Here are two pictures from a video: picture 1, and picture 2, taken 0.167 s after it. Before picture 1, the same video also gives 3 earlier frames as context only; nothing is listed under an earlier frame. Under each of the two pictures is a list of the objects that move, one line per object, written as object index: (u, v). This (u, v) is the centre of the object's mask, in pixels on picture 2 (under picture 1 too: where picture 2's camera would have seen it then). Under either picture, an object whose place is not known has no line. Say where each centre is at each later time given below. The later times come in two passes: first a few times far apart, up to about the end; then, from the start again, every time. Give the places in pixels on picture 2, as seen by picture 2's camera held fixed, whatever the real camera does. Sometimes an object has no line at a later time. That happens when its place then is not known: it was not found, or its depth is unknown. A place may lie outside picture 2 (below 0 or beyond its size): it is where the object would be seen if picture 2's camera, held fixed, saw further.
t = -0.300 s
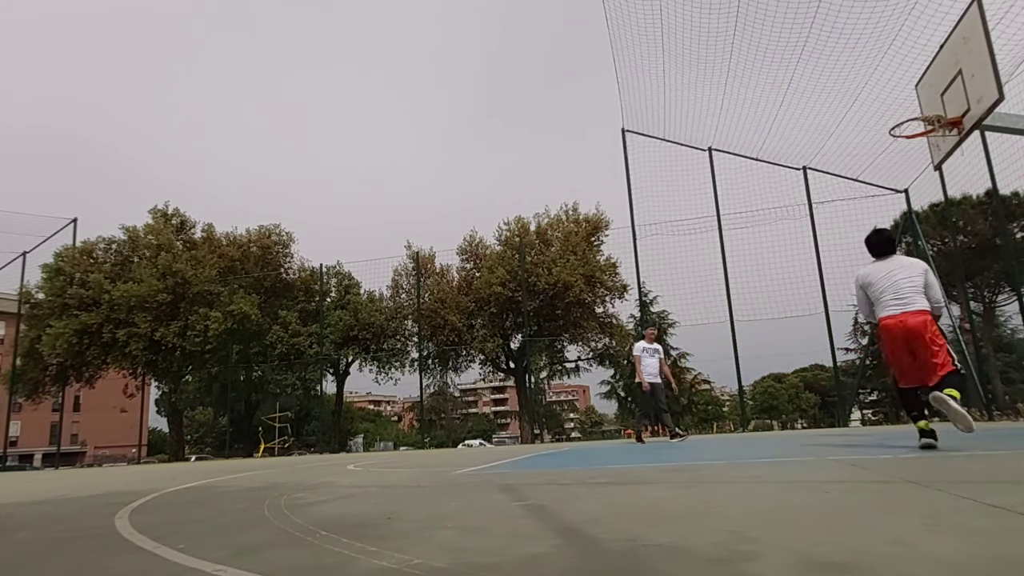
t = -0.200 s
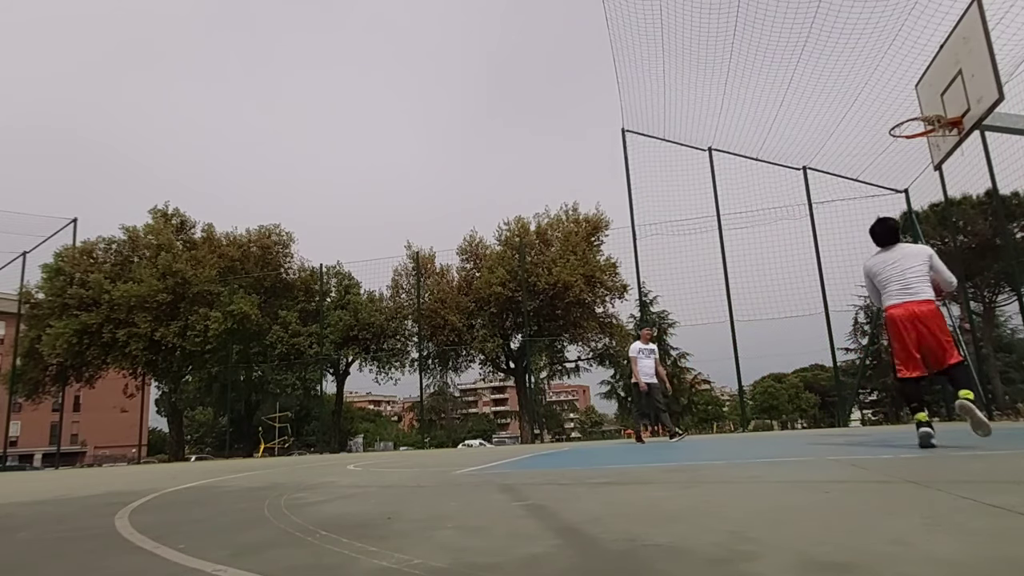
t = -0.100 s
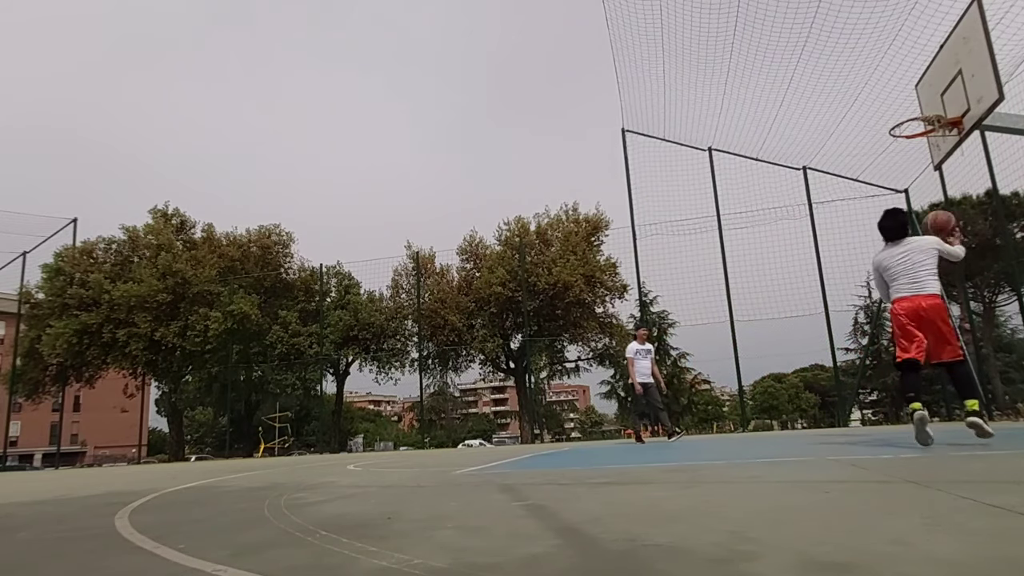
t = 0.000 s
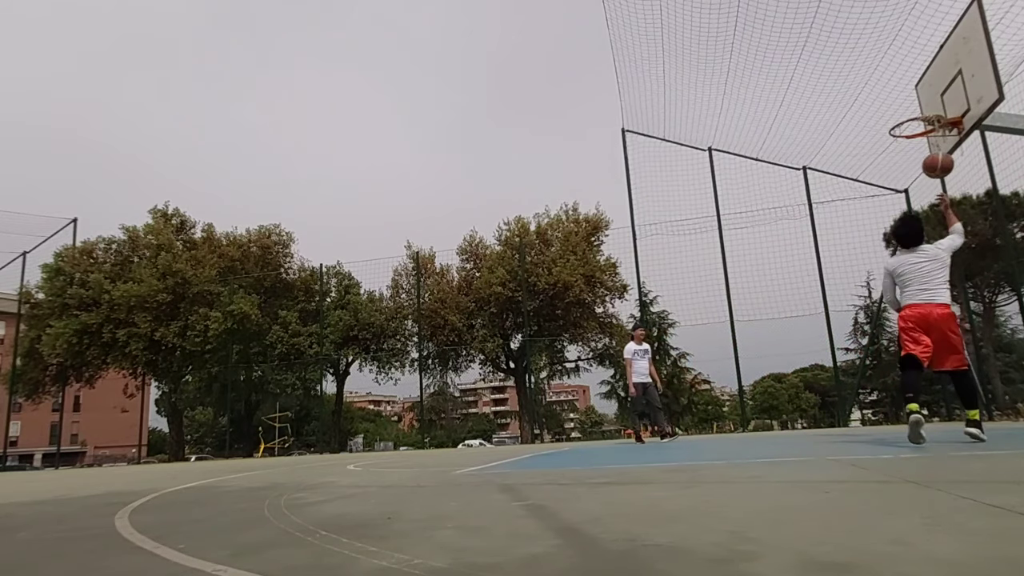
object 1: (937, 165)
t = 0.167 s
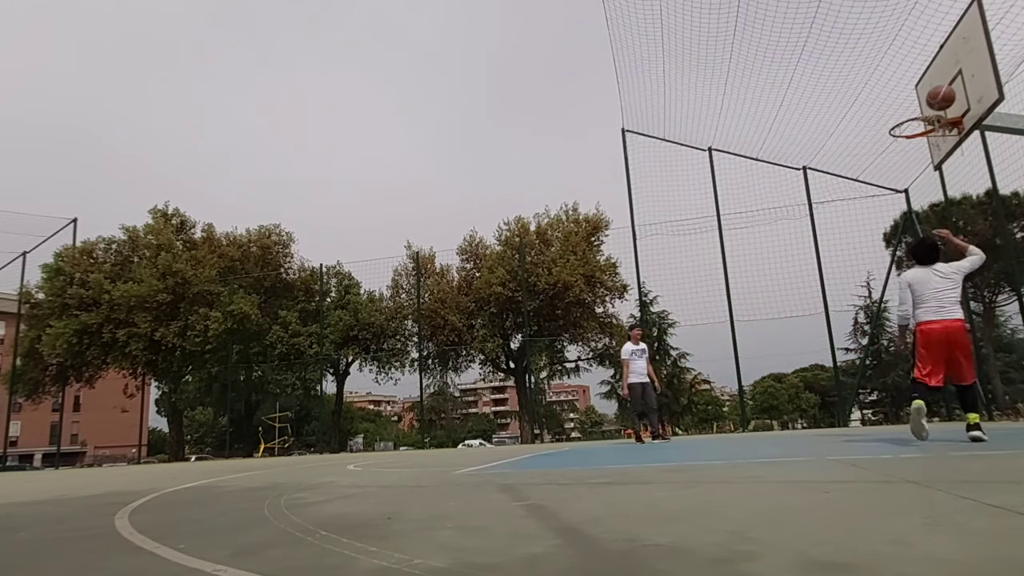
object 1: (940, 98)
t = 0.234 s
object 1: (943, 80)
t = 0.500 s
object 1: (917, 76)
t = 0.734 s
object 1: (888, 125)
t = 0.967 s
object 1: (877, 141)
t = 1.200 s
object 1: (873, 199)
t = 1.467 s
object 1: (881, 321)
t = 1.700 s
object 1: (880, 393)
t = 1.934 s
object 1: (853, 309)
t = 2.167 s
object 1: (837, 274)
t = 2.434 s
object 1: (828, 286)
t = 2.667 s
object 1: (826, 339)
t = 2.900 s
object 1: (832, 426)
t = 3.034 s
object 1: (822, 384)
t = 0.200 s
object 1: (941, 88)
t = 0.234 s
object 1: (943, 80)
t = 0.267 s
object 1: (944, 73)
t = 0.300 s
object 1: (946, 67)
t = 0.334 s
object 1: (945, 64)
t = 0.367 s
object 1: (939, 64)
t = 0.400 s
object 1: (933, 66)
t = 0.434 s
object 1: (928, 68)
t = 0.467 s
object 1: (922, 72)
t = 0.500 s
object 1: (917, 76)
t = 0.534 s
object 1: (912, 81)
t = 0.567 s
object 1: (907, 87)
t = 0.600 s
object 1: (903, 94)
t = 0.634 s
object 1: (898, 102)
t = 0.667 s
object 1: (894, 111)
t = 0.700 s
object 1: (890, 120)
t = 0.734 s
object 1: (888, 125)
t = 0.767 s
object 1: (886, 125)
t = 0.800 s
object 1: (884, 125)
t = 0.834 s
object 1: (882, 127)
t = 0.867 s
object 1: (880, 129)
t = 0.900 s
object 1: (879, 132)
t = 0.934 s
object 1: (878, 136)
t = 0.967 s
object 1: (877, 141)
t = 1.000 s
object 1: (876, 146)
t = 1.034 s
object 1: (875, 153)
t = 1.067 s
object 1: (874, 160)
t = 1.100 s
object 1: (874, 168)
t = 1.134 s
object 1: (874, 178)
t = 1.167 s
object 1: (873, 188)
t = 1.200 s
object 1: (873, 199)
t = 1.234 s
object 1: (873, 211)
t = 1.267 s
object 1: (874, 224)
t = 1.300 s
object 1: (875, 238)
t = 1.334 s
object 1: (876, 252)
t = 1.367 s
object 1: (877, 268)
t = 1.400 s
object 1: (878, 285)
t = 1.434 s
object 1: (880, 303)
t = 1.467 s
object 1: (881, 321)
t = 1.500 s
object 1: (882, 340)
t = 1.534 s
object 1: (884, 360)
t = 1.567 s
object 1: (886, 381)
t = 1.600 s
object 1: (888, 403)
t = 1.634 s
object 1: (889, 426)
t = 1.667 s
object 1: (885, 410)
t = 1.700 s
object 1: (880, 393)
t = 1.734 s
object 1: (875, 378)
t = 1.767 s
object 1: (871, 362)
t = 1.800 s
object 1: (867, 350)
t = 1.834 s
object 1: (864, 338)
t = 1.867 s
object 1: (859, 327)
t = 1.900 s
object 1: (857, 318)
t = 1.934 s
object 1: (853, 309)
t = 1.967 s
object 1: (851, 302)
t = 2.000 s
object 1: (848, 295)
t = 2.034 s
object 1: (845, 289)
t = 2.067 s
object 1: (843, 284)
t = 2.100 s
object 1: (841, 280)
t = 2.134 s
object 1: (839, 277)
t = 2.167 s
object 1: (837, 274)
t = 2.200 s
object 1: (835, 273)
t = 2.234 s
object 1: (834, 272)
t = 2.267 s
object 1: (832, 273)
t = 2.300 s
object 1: (832, 273)
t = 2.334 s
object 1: (830, 275)
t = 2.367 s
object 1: (830, 278)
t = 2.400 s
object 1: (828, 282)
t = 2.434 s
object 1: (828, 286)
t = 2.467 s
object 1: (827, 292)
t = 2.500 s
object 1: (827, 298)
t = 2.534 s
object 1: (826, 304)
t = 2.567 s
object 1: (826, 312)
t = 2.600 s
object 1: (826, 320)
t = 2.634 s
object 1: (826, 329)
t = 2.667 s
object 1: (826, 339)
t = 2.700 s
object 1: (827, 350)
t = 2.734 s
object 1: (828, 360)
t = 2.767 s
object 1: (829, 372)
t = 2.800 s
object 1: (828, 386)
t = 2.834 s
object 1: (829, 399)
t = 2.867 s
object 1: (831, 414)
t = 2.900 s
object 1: (832, 426)
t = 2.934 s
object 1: (829, 415)
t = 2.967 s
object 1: (827, 403)
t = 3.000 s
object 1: (824, 393)
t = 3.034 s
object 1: (822, 384)
